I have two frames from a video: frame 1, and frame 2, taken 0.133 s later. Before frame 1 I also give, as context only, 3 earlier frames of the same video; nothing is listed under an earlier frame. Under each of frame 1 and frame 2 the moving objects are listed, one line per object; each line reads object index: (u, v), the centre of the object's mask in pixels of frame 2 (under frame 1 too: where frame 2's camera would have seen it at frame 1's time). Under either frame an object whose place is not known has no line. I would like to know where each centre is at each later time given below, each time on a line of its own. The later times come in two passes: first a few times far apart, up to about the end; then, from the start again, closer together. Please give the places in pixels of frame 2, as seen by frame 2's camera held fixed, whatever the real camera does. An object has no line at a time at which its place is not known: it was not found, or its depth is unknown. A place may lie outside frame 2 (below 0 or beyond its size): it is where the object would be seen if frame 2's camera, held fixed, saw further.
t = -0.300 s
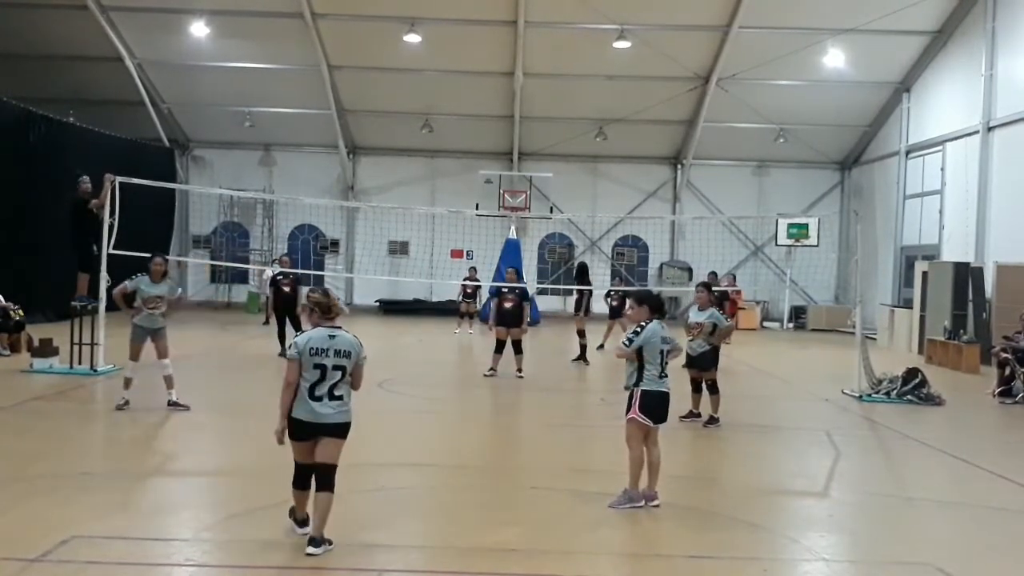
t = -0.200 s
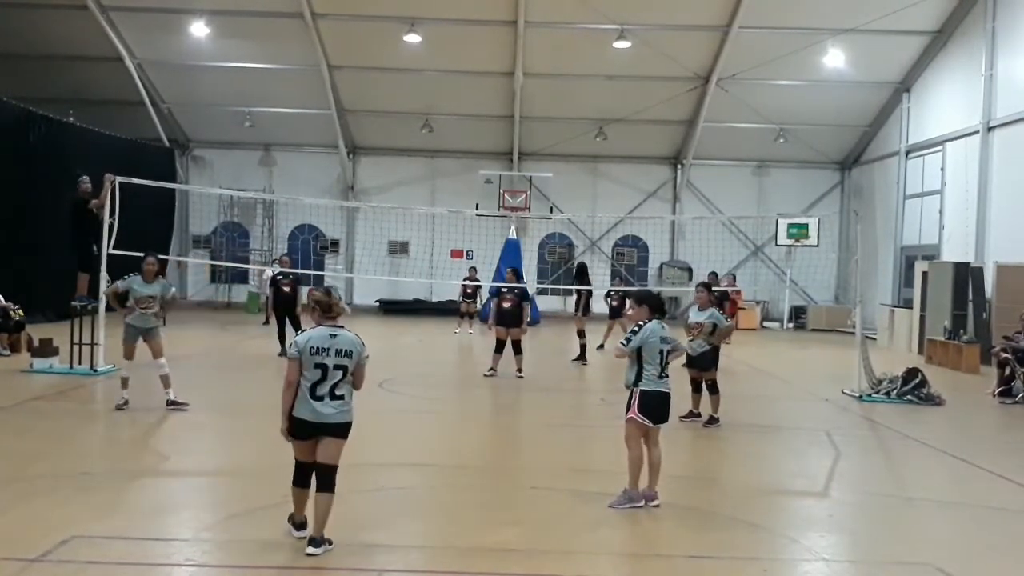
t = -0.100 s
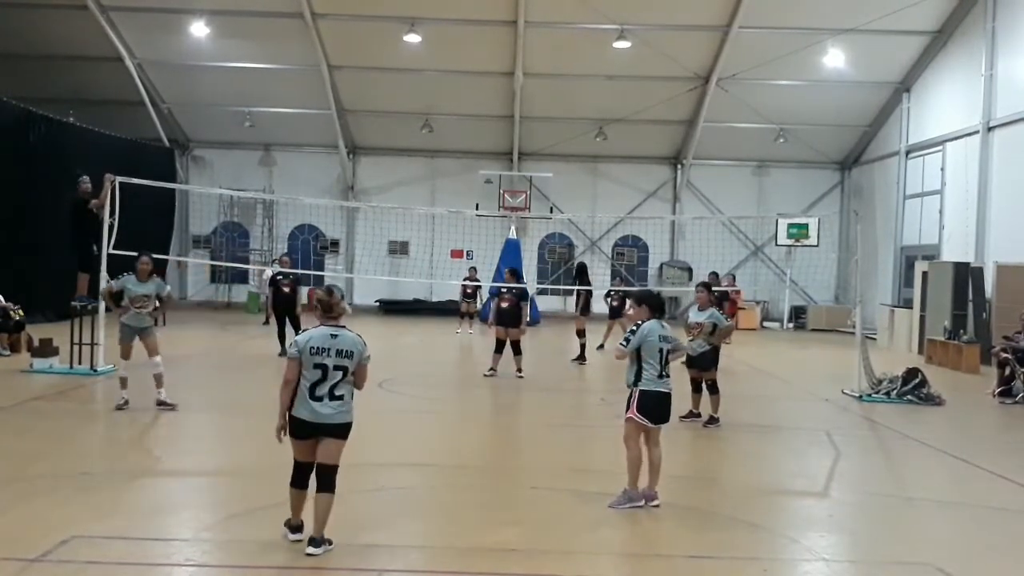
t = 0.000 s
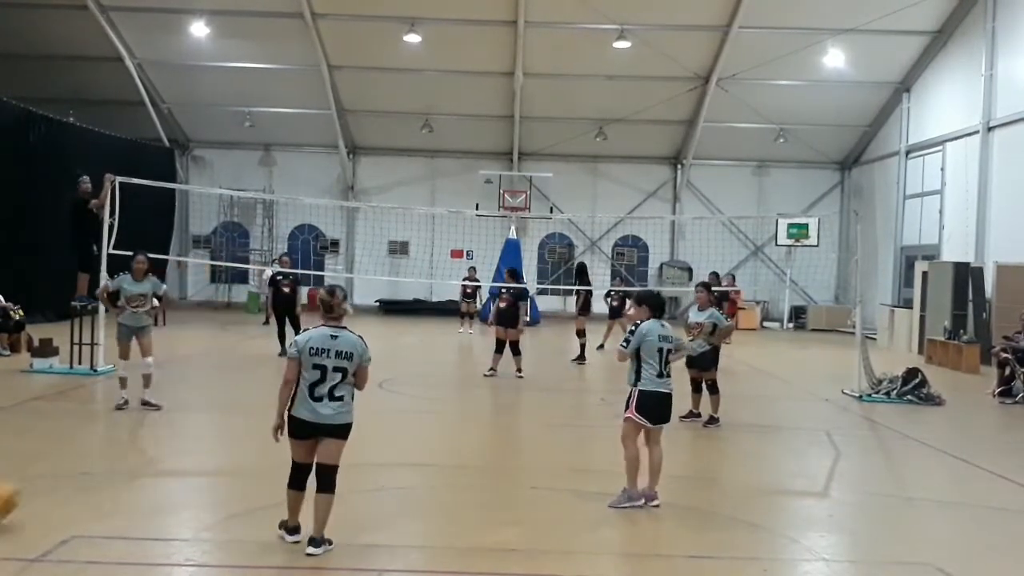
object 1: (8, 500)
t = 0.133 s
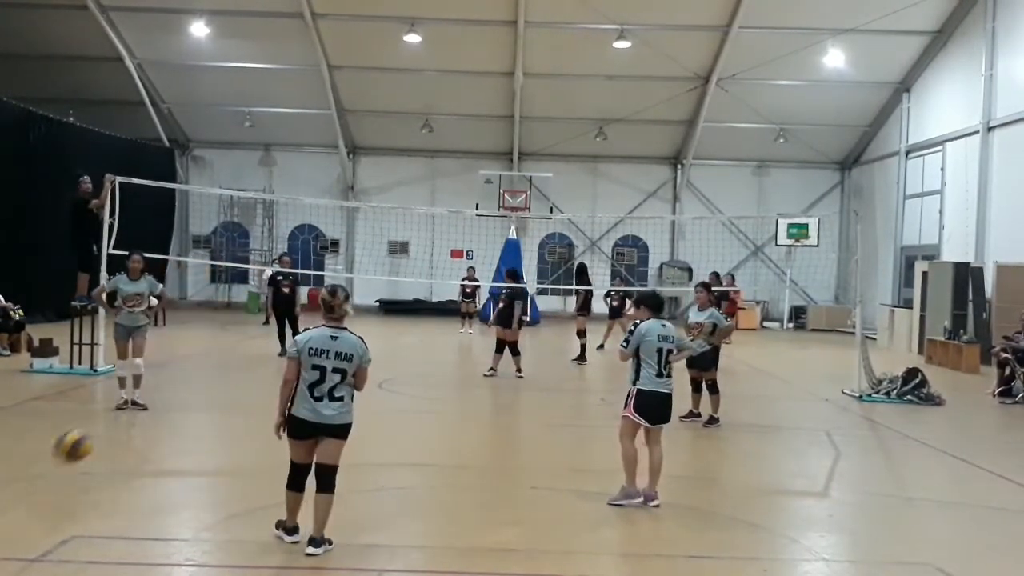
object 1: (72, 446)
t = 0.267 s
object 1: (132, 432)
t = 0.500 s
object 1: (207, 416)
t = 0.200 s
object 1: (105, 436)
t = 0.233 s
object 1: (117, 430)
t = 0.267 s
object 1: (132, 432)
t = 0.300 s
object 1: (145, 431)
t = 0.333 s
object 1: (155, 431)
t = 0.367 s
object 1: (167, 436)
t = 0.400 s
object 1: (178, 440)
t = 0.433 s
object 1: (188, 433)
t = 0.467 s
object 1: (198, 423)
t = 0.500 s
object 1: (207, 416)
